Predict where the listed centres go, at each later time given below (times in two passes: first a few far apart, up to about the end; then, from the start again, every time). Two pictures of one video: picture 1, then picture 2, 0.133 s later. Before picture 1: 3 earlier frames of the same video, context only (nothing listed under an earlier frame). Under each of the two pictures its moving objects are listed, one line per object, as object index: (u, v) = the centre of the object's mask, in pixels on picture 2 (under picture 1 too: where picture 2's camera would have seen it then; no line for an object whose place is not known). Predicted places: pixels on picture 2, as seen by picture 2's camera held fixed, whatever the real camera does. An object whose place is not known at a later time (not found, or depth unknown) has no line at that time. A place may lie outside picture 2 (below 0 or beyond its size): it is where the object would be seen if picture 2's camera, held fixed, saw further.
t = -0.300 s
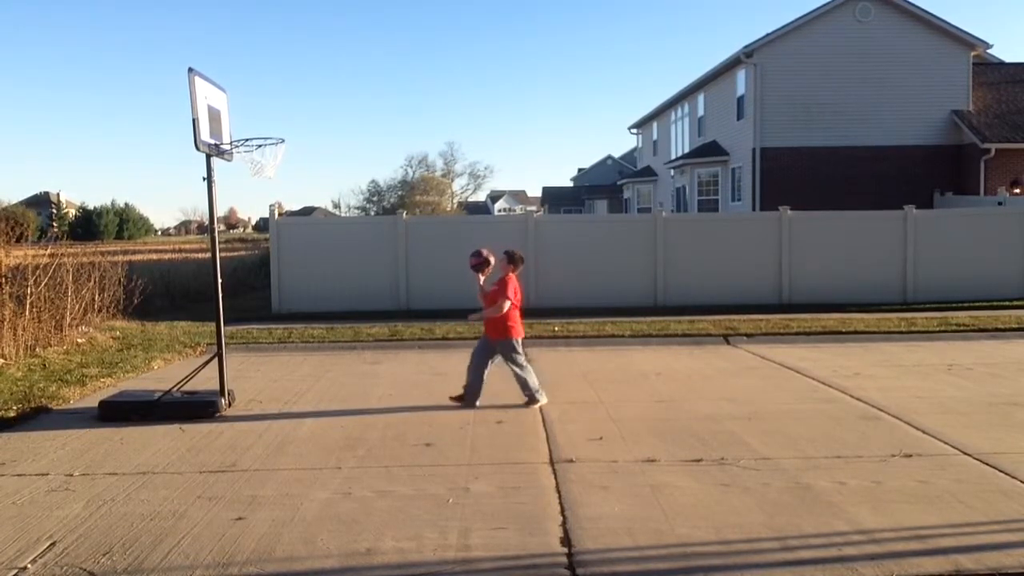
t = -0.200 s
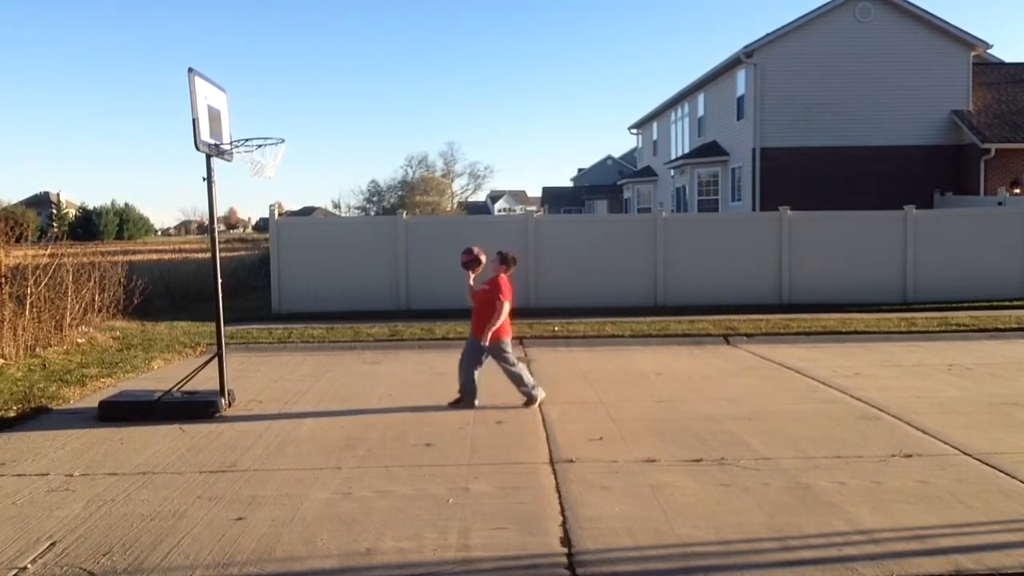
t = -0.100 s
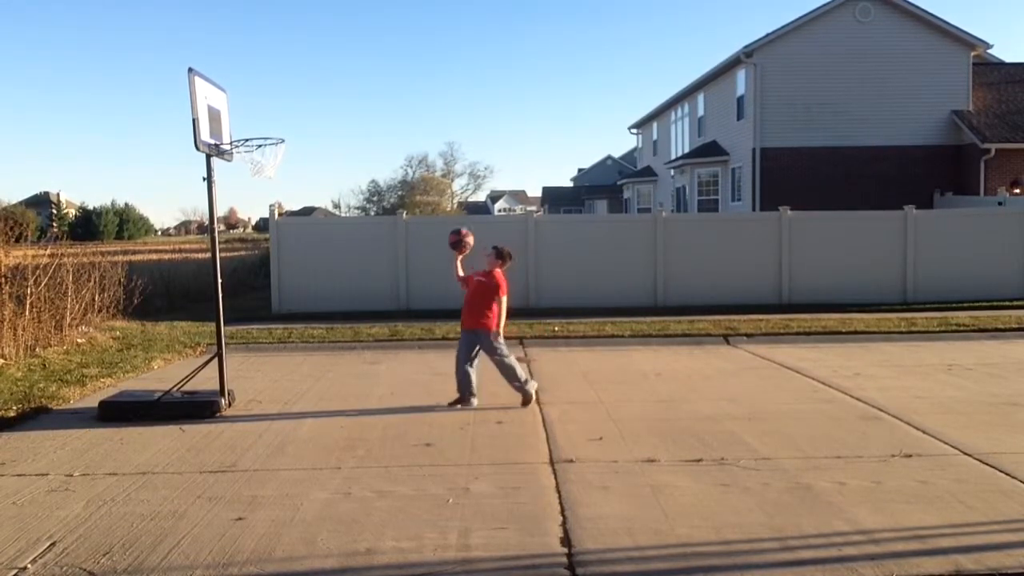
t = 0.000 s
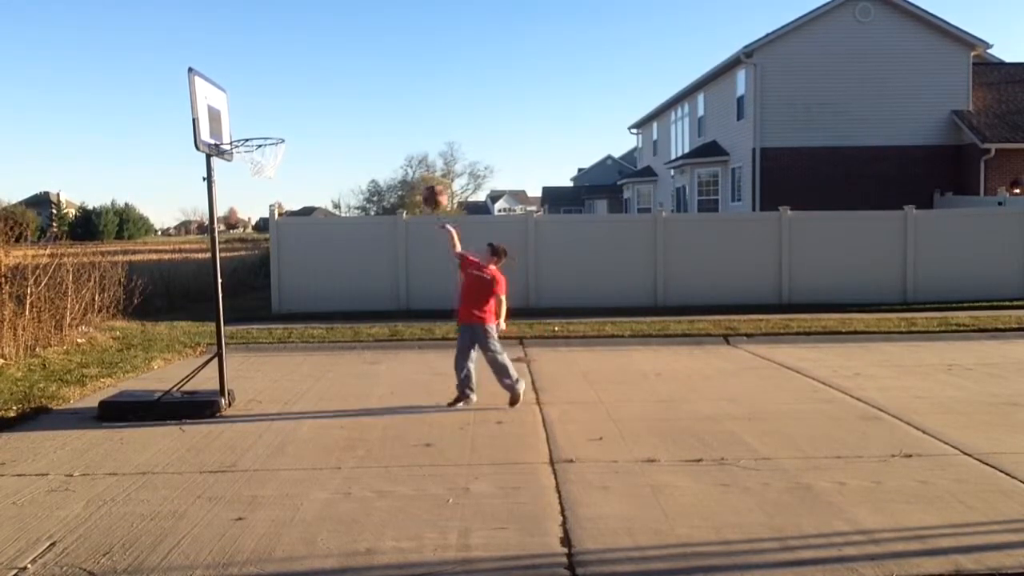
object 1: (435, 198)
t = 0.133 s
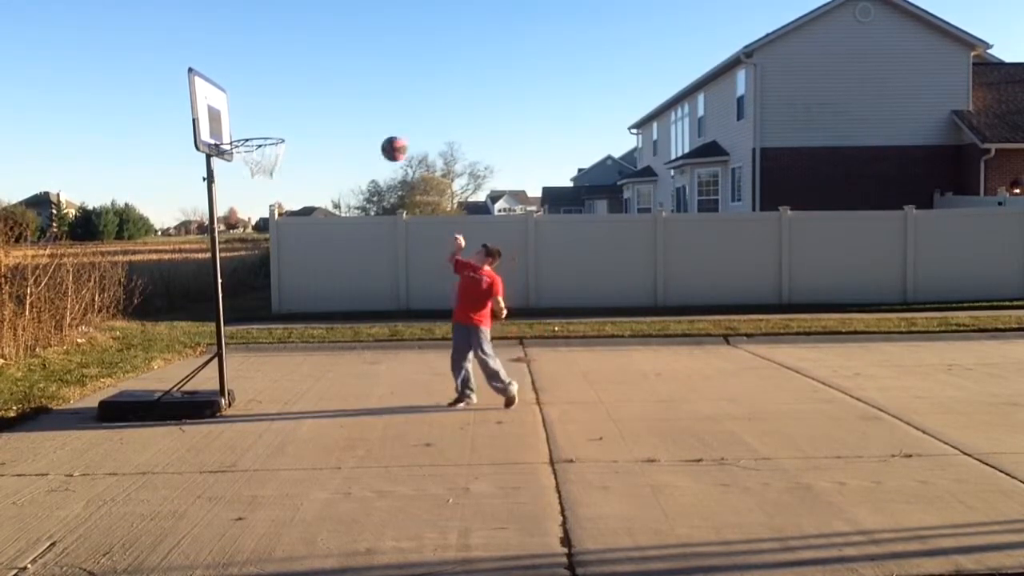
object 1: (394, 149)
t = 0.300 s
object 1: (342, 114)
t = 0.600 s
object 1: (252, 125)
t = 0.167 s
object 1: (383, 139)
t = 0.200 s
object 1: (373, 131)
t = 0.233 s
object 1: (363, 124)
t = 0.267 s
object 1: (352, 118)
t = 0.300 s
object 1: (342, 114)
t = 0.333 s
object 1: (332, 110)
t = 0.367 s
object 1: (322, 108)
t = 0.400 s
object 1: (312, 107)
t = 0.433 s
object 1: (302, 107)
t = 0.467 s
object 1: (292, 108)
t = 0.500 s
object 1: (282, 110)
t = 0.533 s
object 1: (272, 114)
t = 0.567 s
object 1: (262, 119)
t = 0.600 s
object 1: (252, 125)
